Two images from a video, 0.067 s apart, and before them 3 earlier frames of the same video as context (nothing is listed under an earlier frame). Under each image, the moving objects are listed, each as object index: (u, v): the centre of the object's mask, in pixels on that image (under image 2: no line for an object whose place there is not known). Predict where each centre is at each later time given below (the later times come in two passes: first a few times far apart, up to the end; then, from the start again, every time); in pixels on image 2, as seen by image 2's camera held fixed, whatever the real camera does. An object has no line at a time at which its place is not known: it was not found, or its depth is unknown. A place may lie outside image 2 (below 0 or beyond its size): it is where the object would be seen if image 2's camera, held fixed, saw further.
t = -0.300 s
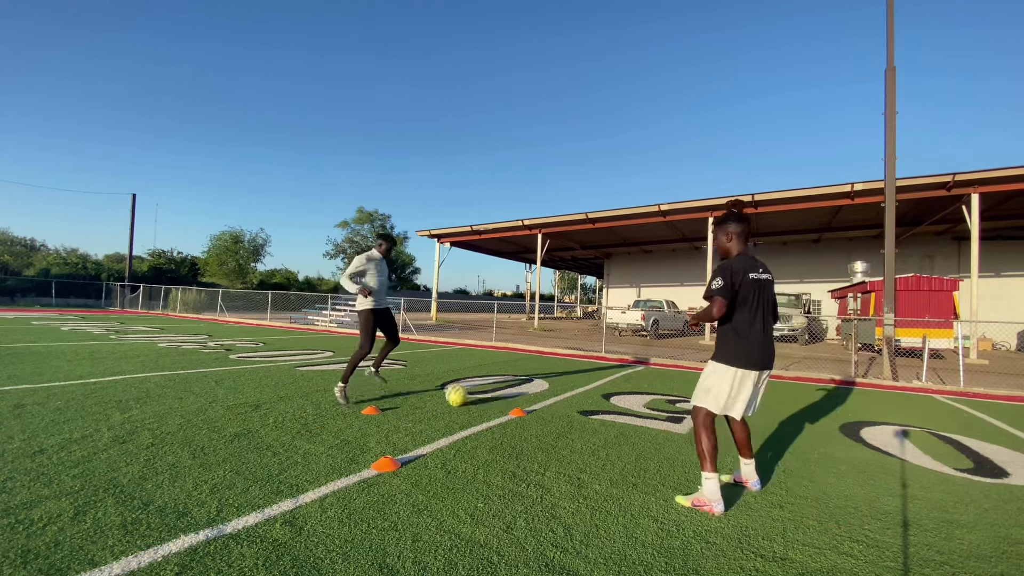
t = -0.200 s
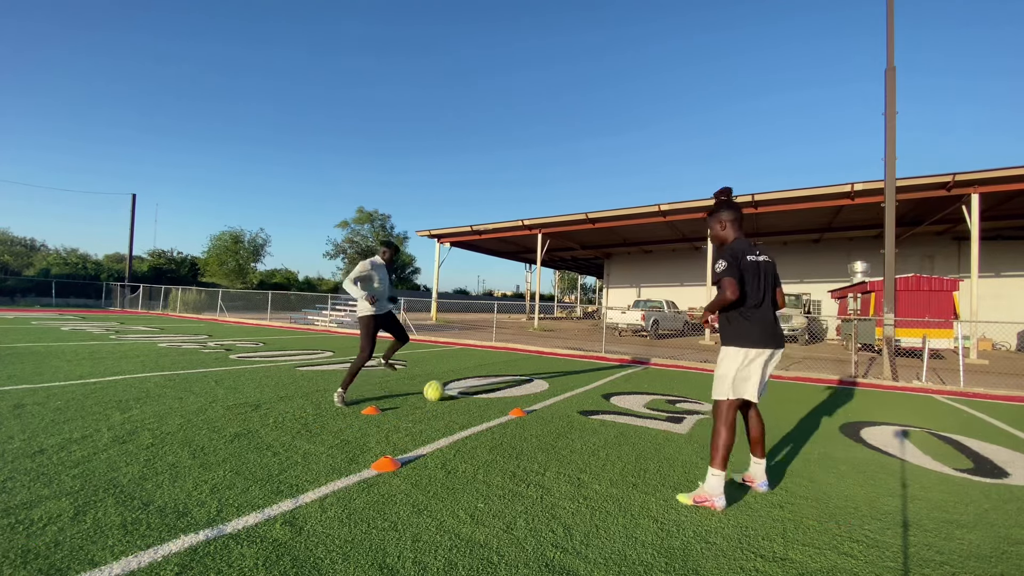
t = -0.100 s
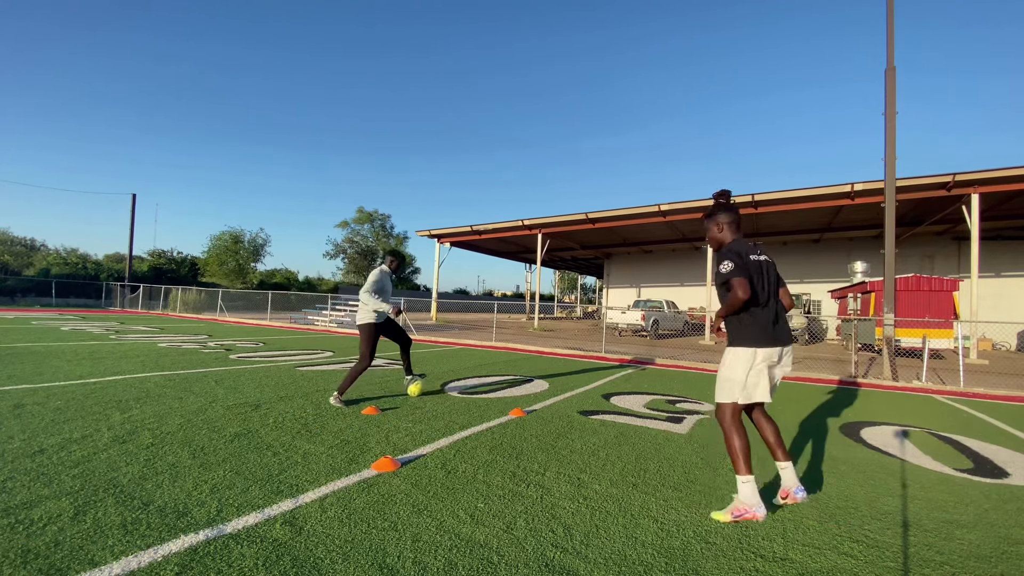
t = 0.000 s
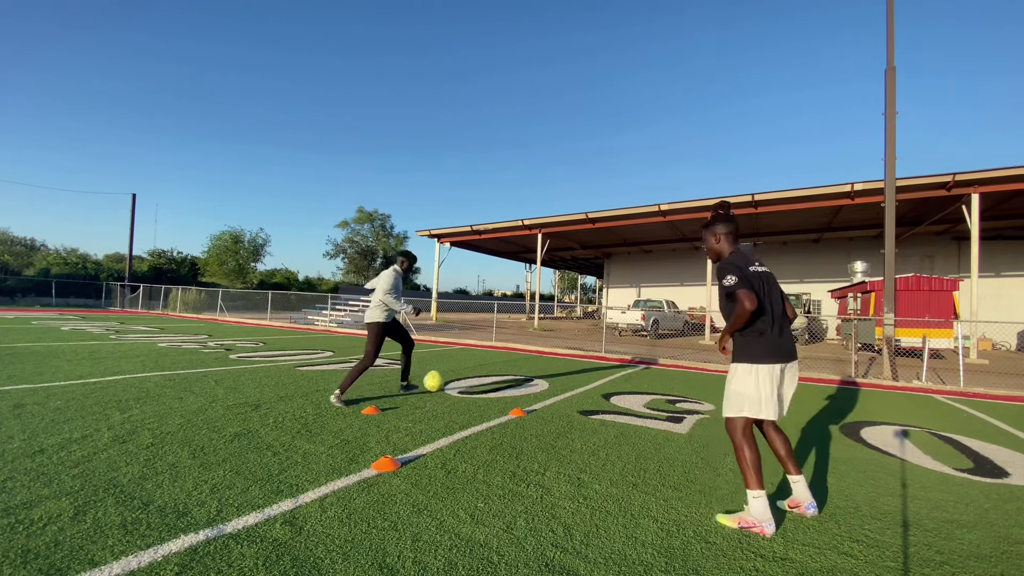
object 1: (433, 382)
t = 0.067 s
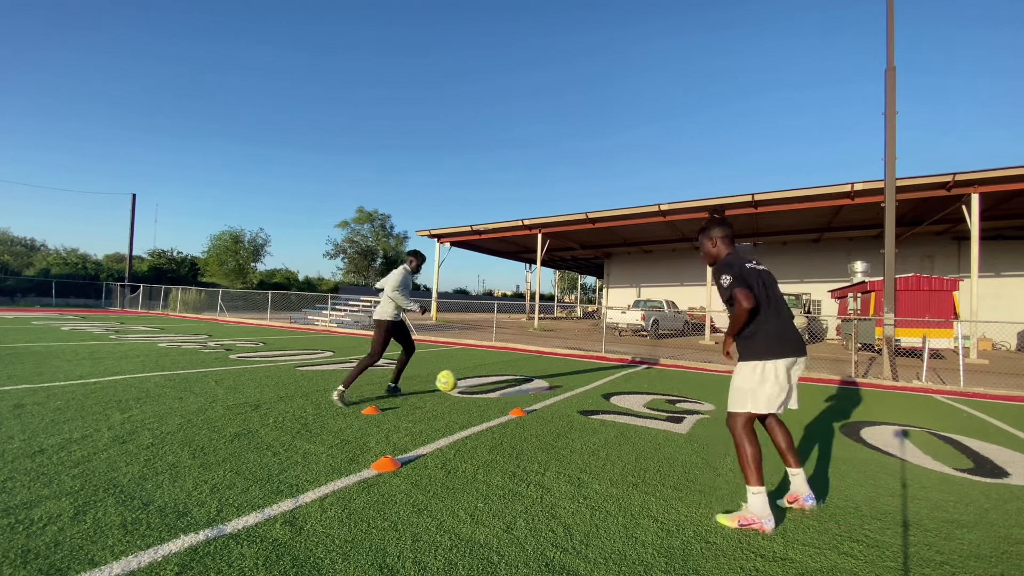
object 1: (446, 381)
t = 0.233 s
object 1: (482, 400)
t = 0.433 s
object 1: (532, 411)
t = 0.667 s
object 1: (607, 440)
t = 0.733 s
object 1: (633, 445)
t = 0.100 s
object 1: (453, 382)
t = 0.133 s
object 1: (459, 385)
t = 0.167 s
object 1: (467, 389)
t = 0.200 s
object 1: (475, 394)
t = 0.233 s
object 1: (482, 400)
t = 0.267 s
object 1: (489, 409)
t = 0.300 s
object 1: (497, 410)
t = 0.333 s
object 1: (506, 408)
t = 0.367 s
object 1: (514, 408)
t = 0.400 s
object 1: (523, 409)
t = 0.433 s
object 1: (532, 411)
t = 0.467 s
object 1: (541, 415)
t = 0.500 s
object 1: (550, 420)
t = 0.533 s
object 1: (561, 427)
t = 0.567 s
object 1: (572, 436)
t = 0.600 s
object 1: (583, 441)
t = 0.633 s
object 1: (595, 440)
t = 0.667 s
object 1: (607, 440)
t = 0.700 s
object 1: (620, 442)
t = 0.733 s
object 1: (633, 445)
